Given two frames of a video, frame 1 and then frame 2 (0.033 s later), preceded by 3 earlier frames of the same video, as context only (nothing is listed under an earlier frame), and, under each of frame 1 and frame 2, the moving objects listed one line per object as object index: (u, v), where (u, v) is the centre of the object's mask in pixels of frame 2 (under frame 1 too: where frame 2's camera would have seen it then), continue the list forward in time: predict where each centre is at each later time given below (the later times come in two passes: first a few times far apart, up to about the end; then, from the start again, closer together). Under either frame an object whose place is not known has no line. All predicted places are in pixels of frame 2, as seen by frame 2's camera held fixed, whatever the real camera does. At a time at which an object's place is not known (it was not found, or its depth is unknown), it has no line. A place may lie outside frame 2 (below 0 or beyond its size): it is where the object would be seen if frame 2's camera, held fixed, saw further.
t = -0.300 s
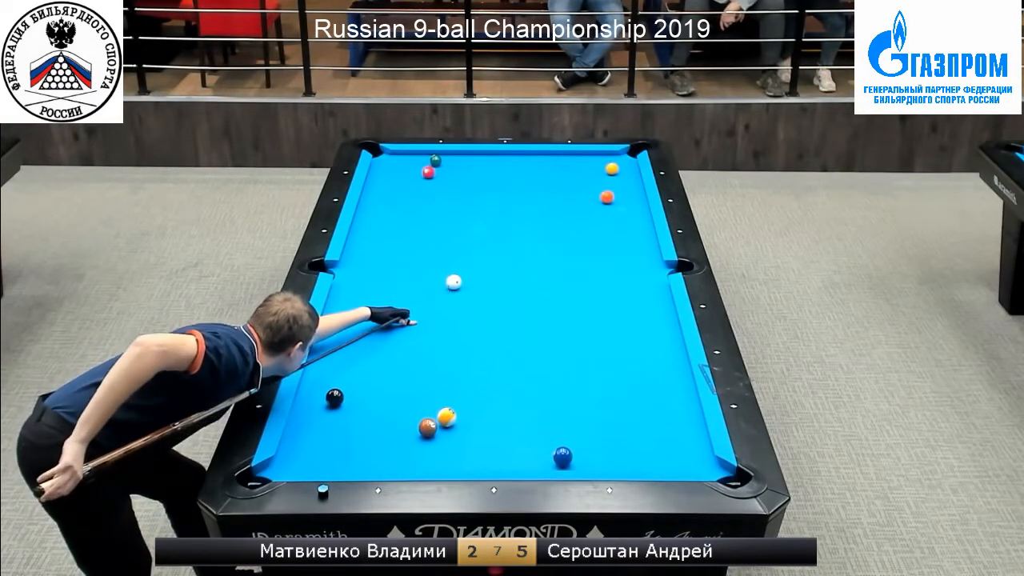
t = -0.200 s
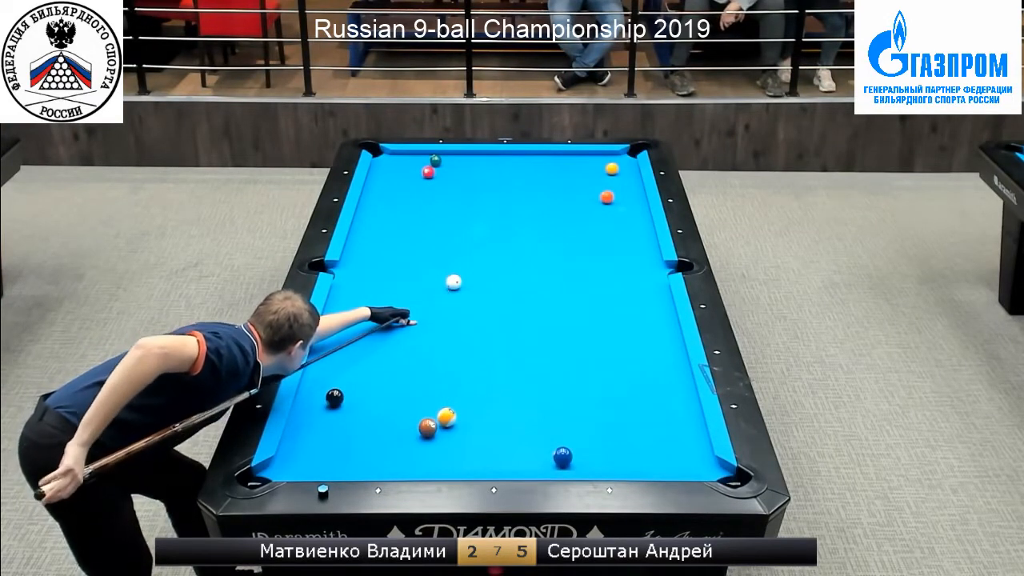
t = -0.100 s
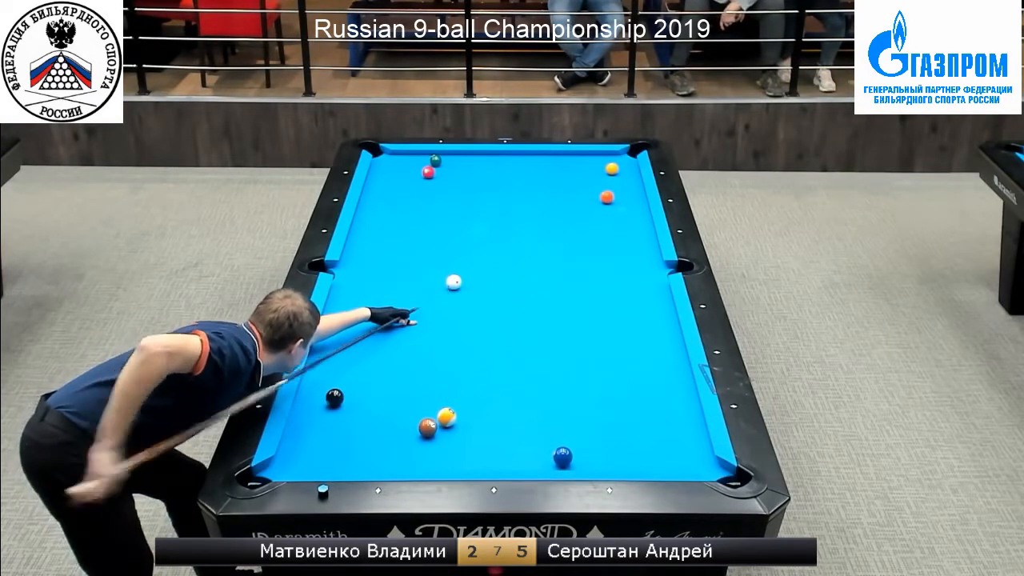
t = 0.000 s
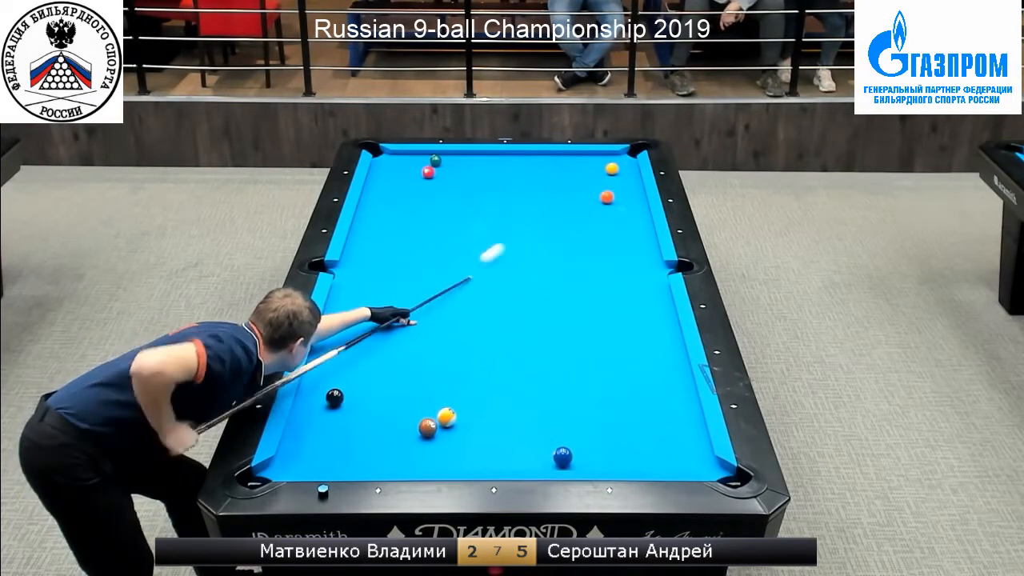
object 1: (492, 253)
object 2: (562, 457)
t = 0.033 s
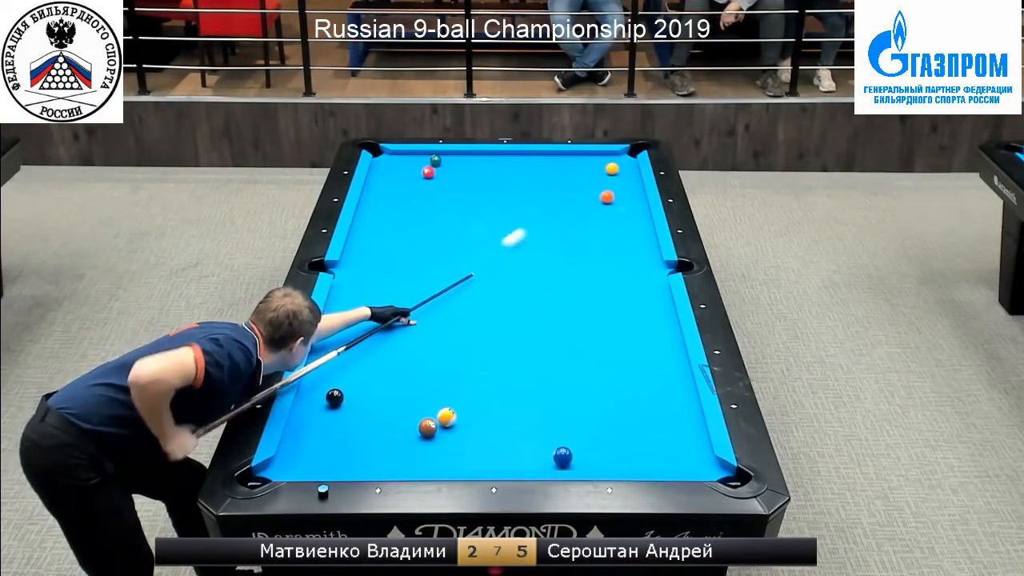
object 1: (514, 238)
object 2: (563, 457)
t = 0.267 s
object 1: (615, 174)
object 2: (563, 457)
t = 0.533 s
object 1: (636, 183)
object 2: (562, 457)
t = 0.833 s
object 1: (632, 200)
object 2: (563, 457)
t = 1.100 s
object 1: (628, 215)
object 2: (562, 457)
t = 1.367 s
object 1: (624, 230)
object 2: (562, 457)
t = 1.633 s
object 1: (621, 246)
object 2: (562, 457)
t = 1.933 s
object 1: (616, 264)
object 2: (562, 457)
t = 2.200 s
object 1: (613, 279)
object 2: (562, 457)
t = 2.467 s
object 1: (609, 295)
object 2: (562, 457)
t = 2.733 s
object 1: (605, 311)
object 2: (562, 457)
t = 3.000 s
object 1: (601, 326)
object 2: (563, 457)
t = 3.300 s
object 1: (597, 344)
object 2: (562, 457)
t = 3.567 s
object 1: (594, 359)
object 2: (562, 457)
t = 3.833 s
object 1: (591, 374)
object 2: (562, 457)
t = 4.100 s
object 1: (588, 389)
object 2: (562, 457)
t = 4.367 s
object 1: (585, 403)
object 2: (562, 457)
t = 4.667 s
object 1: (582, 419)
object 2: (562, 457)
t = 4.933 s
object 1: (579, 432)
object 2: (562, 457)
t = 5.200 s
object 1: (577, 444)
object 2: (562, 457)
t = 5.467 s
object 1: (578, 452)
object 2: (559, 459)
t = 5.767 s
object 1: (582, 457)
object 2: (553, 463)
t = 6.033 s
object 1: (584, 460)
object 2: (549, 464)
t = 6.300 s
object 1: (585, 461)
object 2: (548, 463)
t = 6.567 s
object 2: (548, 463)
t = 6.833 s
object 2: (548, 463)
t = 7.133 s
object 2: (548, 463)
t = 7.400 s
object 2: (548, 464)
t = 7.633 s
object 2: (549, 463)
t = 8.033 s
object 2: (545, 464)
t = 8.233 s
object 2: (548, 463)
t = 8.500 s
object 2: (548, 463)
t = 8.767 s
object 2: (548, 463)
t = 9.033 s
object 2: (548, 464)
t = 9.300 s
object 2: (548, 464)
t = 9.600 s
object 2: (548, 464)
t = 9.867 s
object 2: (548, 464)
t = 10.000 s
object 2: (548, 464)
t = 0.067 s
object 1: (534, 223)
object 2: (562, 457)
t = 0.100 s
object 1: (553, 210)
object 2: (562, 457)
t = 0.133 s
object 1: (571, 197)
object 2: (562, 457)
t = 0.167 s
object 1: (587, 186)
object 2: (563, 457)
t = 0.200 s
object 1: (602, 175)
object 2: (563, 457)
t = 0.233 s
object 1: (611, 173)
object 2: (562, 457)
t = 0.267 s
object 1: (615, 174)
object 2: (563, 457)
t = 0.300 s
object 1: (620, 174)
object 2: (562, 457)
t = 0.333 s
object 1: (623, 175)
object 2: (563, 457)
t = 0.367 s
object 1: (627, 176)
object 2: (562, 457)
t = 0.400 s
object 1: (630, 177)
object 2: (563, 457)
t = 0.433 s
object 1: (633, 179)
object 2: (563, 457)
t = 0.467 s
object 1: (635, 180)
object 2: (563, 457)
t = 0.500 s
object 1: (636, 182)
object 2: (562, 457)
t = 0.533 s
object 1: (636, 183)
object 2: (562, 457)
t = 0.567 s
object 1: (636, 185)
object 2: (562, 457)
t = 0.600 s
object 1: (635, 187)
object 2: (562, 457)
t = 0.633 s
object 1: (634, 189)
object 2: (562, 457)
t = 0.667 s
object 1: (634, 190)
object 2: (563, 457)
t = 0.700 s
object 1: (633, 193)
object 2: (563, 457)
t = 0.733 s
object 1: (633, 194)
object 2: (563, 457)
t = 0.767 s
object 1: (633, 196)
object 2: (562, 457)
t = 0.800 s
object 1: (632, 198)
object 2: (563, 457)
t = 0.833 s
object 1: (632, 200)
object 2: (563, 457)
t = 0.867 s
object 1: (631, 202)
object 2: (562, 457)
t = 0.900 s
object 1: (631, 204)
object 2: (562, 457)
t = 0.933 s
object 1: (630, 206)
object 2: (563, 457)
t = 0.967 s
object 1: (630, 207)
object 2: (562, 457)
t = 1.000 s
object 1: (629, 209)
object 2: (562, 457)
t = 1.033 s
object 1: (629, 211)
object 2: (563, 457)
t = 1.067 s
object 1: (628, 213)
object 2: (562, 457)
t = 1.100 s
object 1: (628, 215)
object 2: (562, 457)
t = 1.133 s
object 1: (627, 217)
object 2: (562, 457)
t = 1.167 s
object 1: (627, 219)
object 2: (562, 457)
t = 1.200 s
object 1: (627, 221)
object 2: (562, 457)
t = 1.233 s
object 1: (626, 222)
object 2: (562, 457)
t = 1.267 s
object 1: (626, 225)
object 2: (562, 457)
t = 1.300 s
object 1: (625, 226)
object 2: (562, 457)
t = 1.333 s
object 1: (624, 228)
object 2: (562, 457)
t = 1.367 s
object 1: (624, 230)
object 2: (562, 457)
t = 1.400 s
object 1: (624, 232)
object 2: (562, 457)
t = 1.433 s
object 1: (623, 234)
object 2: (562, 457)
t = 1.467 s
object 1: (623, 236)
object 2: (563, 457)
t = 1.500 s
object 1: (622, 238)
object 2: (562, 457)
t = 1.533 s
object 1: (622, 240)
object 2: (562, 457)
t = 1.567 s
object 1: (621, 242)
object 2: (562, 457)
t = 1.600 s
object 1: (621, 244)
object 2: (562, 457)
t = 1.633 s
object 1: (621, 246)
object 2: (562, 457)
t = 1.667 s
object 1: (620, 248)
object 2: (563, 457)
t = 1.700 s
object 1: (620, 249)
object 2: (562, 457)
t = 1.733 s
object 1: (619, 251)
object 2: (562, 457)
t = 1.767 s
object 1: (619, 253)
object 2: (562, 457)
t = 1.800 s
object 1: (618, 256)
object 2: (562, 457)
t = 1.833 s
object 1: (618, 257)
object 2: (562, 457)
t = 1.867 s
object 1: (617, 259)
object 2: (563, 457)
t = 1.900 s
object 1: (617, 261)
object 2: (562, 457)
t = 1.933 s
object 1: (616, 264)
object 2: (562, 457)
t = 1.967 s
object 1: (616, 265)
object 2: (562, 457)
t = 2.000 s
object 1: (616, 267)
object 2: (563, 457)
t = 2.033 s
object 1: (615, 269)
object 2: (562, 457)
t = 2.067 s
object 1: (615, 271)
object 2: (562, 457)
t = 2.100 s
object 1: (614, 273)
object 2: (562, 457)
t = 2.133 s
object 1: (614, 275)
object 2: (562, 457)
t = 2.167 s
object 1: (613, 277)
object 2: (562, 457)
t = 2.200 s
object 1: (613, 279)
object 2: (562, 457)
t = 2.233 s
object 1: (612, 281)
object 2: (562, 457)
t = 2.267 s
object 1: (612, 283)
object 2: (562, 457)
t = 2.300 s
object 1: (611, 285)
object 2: (562, 457)
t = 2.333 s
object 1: (611, 287)
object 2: (562, 457)
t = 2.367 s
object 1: (610, 289)
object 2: (562, 457)
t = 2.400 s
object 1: (610, 291)
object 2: (562, 457)
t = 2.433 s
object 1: (610, 293)
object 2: (562, 457)
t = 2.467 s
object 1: (609, 295)
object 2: (562, 457)
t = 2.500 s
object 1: (609, 297)
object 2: (562, 457)
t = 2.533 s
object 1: (608, 299)
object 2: (562, 457)
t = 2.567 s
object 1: (608, 301)
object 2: (562, 457)
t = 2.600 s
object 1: (607, 303)
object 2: (562, 457)
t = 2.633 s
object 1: (607, 305)
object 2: (562, 457)
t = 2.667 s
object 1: (606, 307)
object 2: (562, 457)
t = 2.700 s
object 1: (606, 309)
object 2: (563, 457)
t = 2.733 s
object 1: (605, 311)
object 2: (562, 457)
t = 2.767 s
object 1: (605, 313)
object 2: (562, 457)
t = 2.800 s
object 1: (604, 315)
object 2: (563, 457)
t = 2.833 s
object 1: (604, 317)
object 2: (563, 457)
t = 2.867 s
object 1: (603, 318)
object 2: (562, 457)
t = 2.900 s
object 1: (603, 320)
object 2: (562, 457)
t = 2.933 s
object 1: (603, 322)
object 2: (563, 457)
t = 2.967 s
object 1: (602, 325)
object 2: (563, 457)
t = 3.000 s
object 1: (601, 326)
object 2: (563, 457)
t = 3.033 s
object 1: (601, 328)
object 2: (562, 457)
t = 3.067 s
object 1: (601, 330)
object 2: (562, 457)
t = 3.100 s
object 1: (601, 332)
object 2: (563, 457)
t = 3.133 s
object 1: (600, 334)
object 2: (563, 457)
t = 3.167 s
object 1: (599, 336)
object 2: (562, 457)
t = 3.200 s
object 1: (599, 338)
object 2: (562, 457)
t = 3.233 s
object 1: (599, 340)
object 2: (563, 457)
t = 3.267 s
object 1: (598, 342)
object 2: (563, 457)
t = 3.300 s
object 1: (597, 344)
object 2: (562, 457)
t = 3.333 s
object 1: (597, 346)
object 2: (562, 457)
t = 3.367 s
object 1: (597, 348)
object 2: (563, 457)
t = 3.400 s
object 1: (597, 350)
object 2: (563, 457)
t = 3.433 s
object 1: (596, 352)
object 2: (563, 457)
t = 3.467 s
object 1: (596, 354)
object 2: (562, 457)
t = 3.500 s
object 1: (595, 356)
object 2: (562, 457)
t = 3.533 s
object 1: (595, 357)
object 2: (563, 457)
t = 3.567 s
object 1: (594, 359)
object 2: (562, 457)
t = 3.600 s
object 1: (594, 361)
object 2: (563, 457)
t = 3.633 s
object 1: (594, 363)
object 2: (563, 457)
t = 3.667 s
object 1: (593, 365)
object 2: (563, 457)
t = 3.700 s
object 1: (593, 367)
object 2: (562, 457)
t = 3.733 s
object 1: (593, 369)
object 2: (562, 457)
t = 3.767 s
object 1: (592, 371)
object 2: (563, 457)
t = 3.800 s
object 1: (592, 373)
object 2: (563, 457)
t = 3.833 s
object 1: (591, 374)
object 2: (562, 457)
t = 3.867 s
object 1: (591, 376)
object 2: (562, 457)
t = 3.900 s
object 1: (590, 378)
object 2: (563, 457)
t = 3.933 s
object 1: (590, 380)
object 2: (562, 457)
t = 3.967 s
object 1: (590, 382)
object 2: (563, 457)
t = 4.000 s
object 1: (589, 384)
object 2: (563, 457)
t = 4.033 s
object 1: (589, 385)
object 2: (563, 457)
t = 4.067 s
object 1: (589, 387)
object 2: (562, 457)
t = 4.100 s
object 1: (588, 389)
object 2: (562, 457)
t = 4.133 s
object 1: (588, 391)
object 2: (563, 457)
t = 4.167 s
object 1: (587, 393)
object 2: (563, 457)
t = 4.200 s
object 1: (587, 395)
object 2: (562, 457)
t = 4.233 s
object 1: (587, 396)
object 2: (562, 457)
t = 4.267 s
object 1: (586, 398)
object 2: (563, 457)
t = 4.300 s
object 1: (586, 400)
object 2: (563, 457)
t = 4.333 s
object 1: (586, 402)
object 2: (563, 457)
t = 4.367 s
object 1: (585, 403)
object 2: (562, 457)
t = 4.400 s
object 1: (585, 405)
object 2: (562, 457)
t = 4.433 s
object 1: (585, 407)
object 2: (563, 458)
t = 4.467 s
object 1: (584, 409)
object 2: (563, 457)
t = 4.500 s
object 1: (584, 411)
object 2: (563, 457)
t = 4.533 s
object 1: (583, 412)
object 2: (562, 457)
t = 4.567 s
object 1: (583, 414)
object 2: (562, 457)
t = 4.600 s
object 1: (583, 415)
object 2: (562, 457)
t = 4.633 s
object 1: (582, 417)
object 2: (562, 457)
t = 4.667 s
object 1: (582, 419)
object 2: (562, 457)
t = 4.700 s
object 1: (582, 420)
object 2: (562, 457)
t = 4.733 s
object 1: (581, 422)
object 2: (562, 457)
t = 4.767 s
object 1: (581, 424)
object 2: (562, 457)
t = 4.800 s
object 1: (580, 425)
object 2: (562, 457)
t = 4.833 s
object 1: (580, 427)
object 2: (562, 457)
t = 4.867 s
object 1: (580, 429)
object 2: (562, 457)
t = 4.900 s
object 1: (579, 430)
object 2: (562, 457)
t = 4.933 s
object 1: (579, 432)
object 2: (562, 457)
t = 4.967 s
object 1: (579, 433)
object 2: (562, 457)
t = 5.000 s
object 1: (578, 435)
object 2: (562, 457)
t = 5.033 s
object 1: (578, 436)
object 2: (562, 457)
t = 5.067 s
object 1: (578, 438)
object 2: (562, 457)
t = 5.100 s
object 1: (578, 439)
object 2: (562, 457)
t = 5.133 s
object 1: (577, 441)
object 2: (562, 457)
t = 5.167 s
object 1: (577, 443)
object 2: (562, 457)
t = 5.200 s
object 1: (577, 444)
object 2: (562, 457)
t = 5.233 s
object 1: (577, 446)
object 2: (562, 457)
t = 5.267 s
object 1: (577, 447)
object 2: (562, 457)
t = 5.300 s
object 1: (576, 448)
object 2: (562, 457)
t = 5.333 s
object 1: (577, 449)
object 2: (562, 458)
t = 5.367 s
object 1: (577, 450)
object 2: (561, 459)
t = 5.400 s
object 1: (577, 450)
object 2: (560, 459)
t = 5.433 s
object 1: (578, 451)
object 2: (559, 459)
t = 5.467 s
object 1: (578, 452)
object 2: (559, 459)
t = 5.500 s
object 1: (579, 453)
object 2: (558, 460)
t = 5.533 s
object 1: (579, 453)
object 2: (557, 460)
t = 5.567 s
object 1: (579, 453)
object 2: (556, 461)
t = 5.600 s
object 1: (580, 454)
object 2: (556, 461)
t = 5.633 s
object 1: (580, 455)
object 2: (555, 461)
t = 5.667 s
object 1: (580, 455)
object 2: (554, 462)
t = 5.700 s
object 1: (581, 456)
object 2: (554, 462)
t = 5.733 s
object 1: (581, 456)
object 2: (553, 463)
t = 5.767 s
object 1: (582, 457)
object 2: (553, 463)
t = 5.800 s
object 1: (582, 457)
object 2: (552, 463)
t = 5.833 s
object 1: (582, 457)
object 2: (552, 463)
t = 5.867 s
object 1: (583, 458)
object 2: (551, 463)
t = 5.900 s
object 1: (583, 458)
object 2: (551, 464)
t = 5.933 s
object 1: (583, 459)
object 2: (550, 464)
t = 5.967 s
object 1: (584, 459)
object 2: (550, 464)
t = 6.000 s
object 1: (584, 459)
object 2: (549, 464)
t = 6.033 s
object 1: (584, 460)
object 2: (549, 464)
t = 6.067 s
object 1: (584, 460)
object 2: (549, 464)
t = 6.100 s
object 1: (585, 460)
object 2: (549, 464)
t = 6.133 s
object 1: (585, 460)
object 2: (548, 464)
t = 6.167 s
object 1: (585, 460)
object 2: (548, 464)
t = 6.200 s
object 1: (585, 460)
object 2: (548, 463)
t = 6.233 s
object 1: (585, 461)
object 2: (548, 463)
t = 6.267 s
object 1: (585, 461)
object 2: (548, 463)
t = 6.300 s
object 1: (585, 461)
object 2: (548, 463)
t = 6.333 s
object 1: (585, 461)
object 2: (548, 463)
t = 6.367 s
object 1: (585, 461)
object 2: (548, 463)
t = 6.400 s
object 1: (585, 461)
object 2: (548, 463)
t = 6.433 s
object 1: (585, 461)
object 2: (548, 463)
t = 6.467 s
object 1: (585, 461)
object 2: (548, 463)
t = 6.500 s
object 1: (585, 461)
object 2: (548, 463)
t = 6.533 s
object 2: (548, 463)
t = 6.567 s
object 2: (548, 463)
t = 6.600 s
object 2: (548, 463)
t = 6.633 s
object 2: (548, 463)
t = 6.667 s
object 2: (548, 463)
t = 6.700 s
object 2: (548, 464)
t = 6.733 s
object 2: (548, 464)
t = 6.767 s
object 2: (548, 464)
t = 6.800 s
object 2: (548, 463)
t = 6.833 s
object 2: (548, 463)
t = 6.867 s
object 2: (548, 463)
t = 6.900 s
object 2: (548, 464)
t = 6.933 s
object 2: (548, 464)
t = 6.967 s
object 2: (548, 464)
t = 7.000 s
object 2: (548, 464)
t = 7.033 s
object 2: (548, 464)
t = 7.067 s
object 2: (548, 464)
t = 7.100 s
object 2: (548, 464)
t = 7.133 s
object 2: (548, 463)
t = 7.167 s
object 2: (548, 464)
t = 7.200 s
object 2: (548, 464)
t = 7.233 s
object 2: (548, 464)
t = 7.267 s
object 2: (548, 464)
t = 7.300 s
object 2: (548, 464)
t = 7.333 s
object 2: (548, 464)
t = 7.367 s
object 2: (548, 464)
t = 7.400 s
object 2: (548, 464)
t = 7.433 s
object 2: (548, 463)
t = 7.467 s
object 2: (548, 463)
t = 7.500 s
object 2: (548, 463)
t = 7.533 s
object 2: (548, 463)
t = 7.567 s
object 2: (548, 463)
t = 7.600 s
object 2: (548, 464)
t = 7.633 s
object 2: (549, 463)
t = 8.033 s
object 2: (545, 464)
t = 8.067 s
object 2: (548, 463)
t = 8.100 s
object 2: (548, 463)
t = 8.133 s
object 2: (548, 463)
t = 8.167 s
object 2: (548, 463)
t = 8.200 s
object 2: (548, 464)
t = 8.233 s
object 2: (548, 463)
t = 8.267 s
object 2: (548, 463)
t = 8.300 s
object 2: (548, 464)
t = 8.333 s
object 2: (548, 463)
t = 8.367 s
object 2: (548, 464)
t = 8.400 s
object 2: (548, 463)
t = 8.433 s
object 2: (548, 464)
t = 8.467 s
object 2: (548, 463)
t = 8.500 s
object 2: (548, 463)
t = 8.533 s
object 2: (548, 464)
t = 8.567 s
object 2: (548, 463)
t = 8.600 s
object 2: (548, 463)
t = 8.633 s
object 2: (548, 463)
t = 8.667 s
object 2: (548, 463)
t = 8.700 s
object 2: (548, 463)
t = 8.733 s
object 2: (548, 464)
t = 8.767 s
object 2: (548, 463)
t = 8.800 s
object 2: (548, 464)
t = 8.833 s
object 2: (548, 464)
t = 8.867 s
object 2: (548, 464)
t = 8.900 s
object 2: (548, 464)
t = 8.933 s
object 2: (548, 464)
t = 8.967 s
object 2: (548, 463)
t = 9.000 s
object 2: (548, 464)
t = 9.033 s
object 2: (548, 464)
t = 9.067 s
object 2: (548, 464)
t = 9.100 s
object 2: (548, 464)
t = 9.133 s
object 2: (548, 464)
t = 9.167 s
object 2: (548, 464)
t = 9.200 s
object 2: (548, 463)
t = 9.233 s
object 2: (548, 464)
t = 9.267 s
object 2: (548, 464)
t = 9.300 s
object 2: (548, 464)
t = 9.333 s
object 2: (548, 464)
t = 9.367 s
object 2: (548, 464)
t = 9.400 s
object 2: (548, 464)
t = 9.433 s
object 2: (548, 464)
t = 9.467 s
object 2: (548, 464)
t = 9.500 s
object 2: (548, 464)
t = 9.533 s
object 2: (548, 464)
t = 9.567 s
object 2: (548, 463)
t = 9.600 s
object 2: (548, 464)
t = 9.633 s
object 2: (548, 464)
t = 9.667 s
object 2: (548, 464)
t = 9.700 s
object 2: (548, 464)
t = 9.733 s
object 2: (548, 464)
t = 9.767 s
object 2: (548, 464)
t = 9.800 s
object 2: (548, 464)
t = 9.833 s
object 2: (548, 464)
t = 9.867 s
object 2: (548, 464)
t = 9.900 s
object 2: (548, 464)
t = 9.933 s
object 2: (548, 464)
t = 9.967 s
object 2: (548, 464)
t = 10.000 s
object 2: (548, 464)
